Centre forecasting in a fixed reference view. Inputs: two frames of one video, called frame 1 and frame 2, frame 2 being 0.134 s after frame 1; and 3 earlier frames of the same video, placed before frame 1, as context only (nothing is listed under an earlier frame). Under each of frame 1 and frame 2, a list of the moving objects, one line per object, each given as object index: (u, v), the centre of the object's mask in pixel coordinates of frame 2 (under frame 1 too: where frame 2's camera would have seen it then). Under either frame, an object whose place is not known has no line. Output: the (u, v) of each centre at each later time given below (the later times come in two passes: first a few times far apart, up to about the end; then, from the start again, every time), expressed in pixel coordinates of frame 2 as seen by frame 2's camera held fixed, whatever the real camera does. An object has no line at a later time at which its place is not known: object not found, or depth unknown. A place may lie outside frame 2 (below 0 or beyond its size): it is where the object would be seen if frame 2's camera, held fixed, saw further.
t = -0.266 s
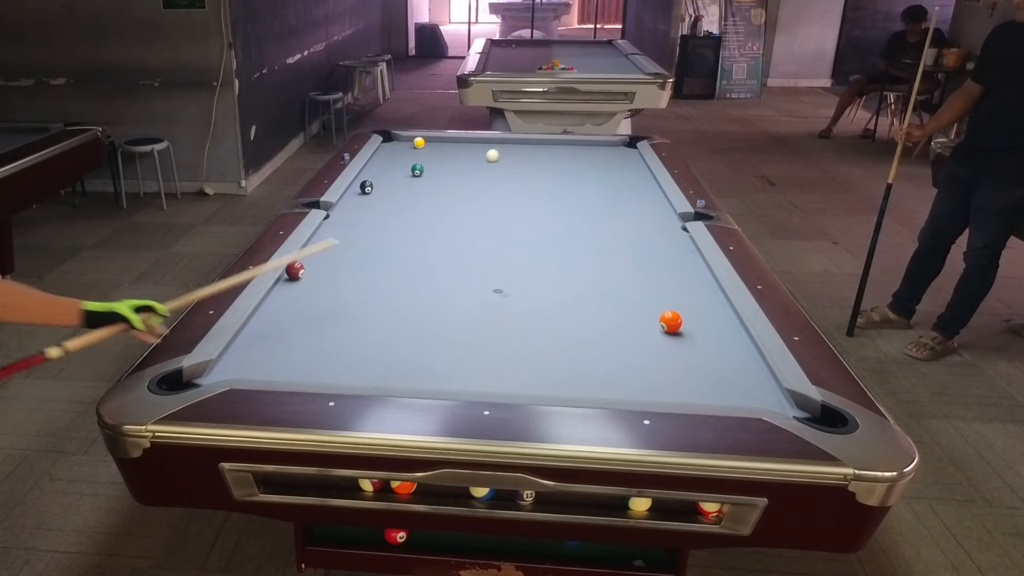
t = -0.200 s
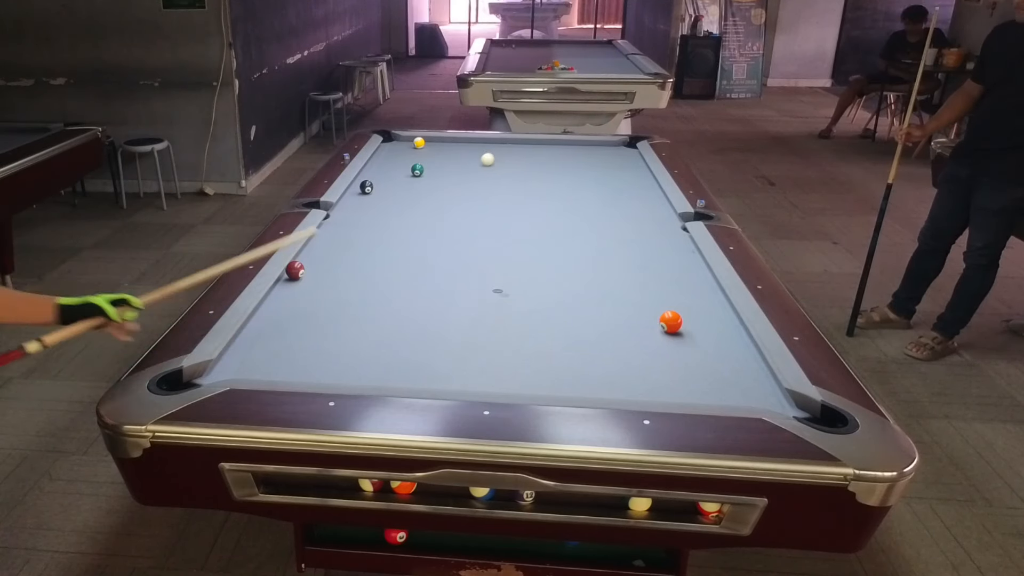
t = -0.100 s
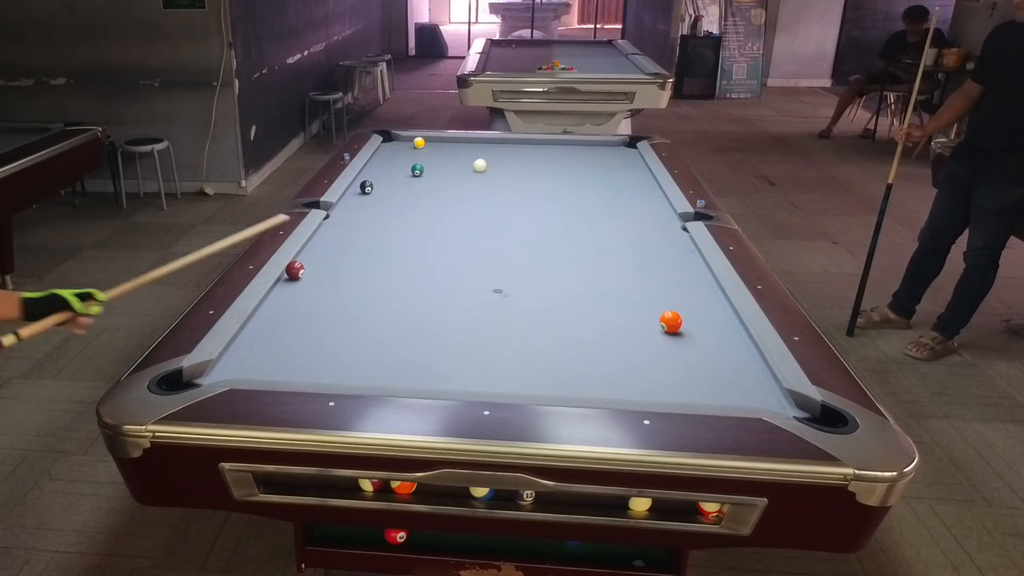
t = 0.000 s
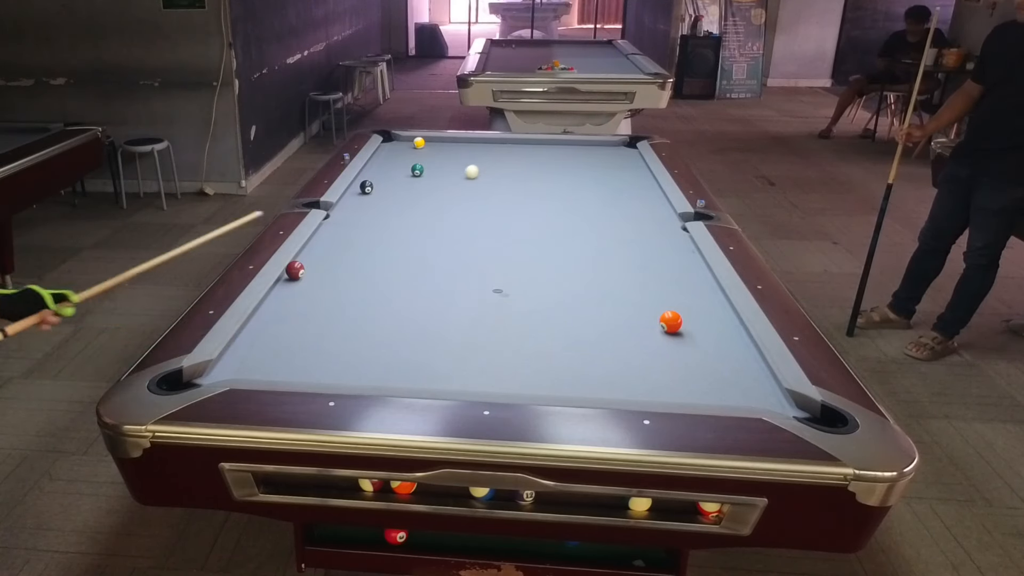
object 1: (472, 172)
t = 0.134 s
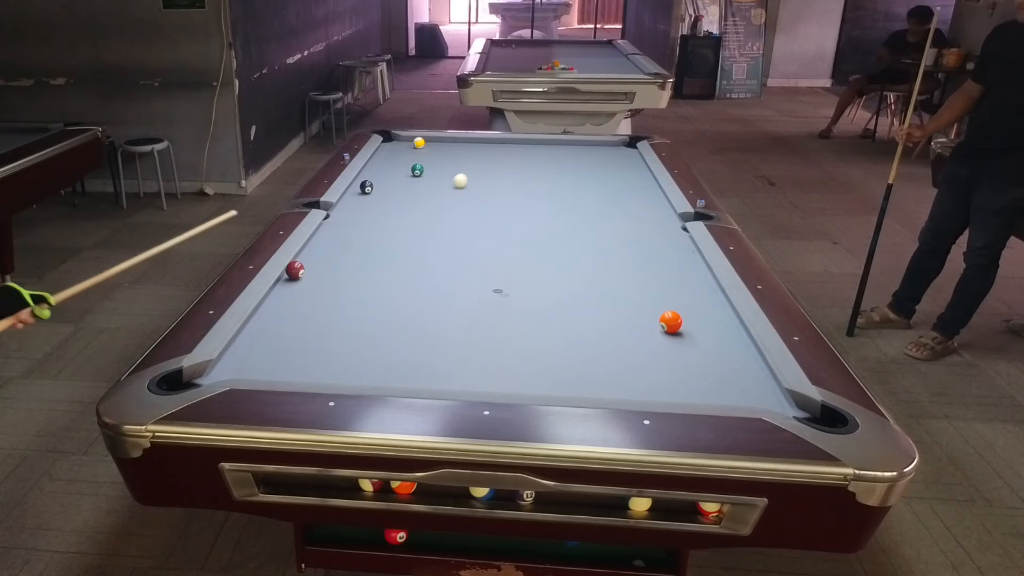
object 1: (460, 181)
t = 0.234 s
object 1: (451, 188)
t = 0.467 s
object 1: (428, 206)
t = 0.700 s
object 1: (402, 227)
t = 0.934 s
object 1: (372, 251)
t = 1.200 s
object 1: (334, 283)
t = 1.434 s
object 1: (292, 316)
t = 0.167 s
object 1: (457, 183)
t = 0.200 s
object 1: (454, 186)
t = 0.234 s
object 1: (451, 188)
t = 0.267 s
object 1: (448, 191)
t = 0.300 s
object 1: (445, 193)
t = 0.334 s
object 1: (441, 196)
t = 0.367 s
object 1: (438, 199)
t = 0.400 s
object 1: (435, 201)
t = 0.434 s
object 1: (432, 204)
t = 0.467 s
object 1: (428, 206)
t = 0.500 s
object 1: (425, 209)
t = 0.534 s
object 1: (421, 212)
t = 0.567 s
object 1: (417, 215)
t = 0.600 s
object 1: (414, 218)
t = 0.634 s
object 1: (410, 221)
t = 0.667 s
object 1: (406, 224)
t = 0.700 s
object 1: (402, 227)
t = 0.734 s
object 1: (398, 230)
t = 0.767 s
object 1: (394, 234)
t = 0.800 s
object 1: (390, 237)
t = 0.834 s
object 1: (386, 240)
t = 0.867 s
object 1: (382, 244)
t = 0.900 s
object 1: (377, 247)
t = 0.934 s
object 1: (372, 251)
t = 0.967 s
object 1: (368, 255)
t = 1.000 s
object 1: (363, 258)
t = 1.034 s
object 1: (359, 262)
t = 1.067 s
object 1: (354, 266)
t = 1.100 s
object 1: (349, 270)
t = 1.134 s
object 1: (344, 274)
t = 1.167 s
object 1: (339, 279)
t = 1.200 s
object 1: (334, 283)
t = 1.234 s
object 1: (328, 287)
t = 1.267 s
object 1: (322, 292)
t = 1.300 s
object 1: (316, 296)
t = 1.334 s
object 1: (311, 301)
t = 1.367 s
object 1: (304, 306)
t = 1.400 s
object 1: (299, 311)
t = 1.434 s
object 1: (292, 316)
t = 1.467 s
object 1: (285, 322)
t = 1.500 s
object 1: (279, 327)
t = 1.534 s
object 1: (272, 333)
